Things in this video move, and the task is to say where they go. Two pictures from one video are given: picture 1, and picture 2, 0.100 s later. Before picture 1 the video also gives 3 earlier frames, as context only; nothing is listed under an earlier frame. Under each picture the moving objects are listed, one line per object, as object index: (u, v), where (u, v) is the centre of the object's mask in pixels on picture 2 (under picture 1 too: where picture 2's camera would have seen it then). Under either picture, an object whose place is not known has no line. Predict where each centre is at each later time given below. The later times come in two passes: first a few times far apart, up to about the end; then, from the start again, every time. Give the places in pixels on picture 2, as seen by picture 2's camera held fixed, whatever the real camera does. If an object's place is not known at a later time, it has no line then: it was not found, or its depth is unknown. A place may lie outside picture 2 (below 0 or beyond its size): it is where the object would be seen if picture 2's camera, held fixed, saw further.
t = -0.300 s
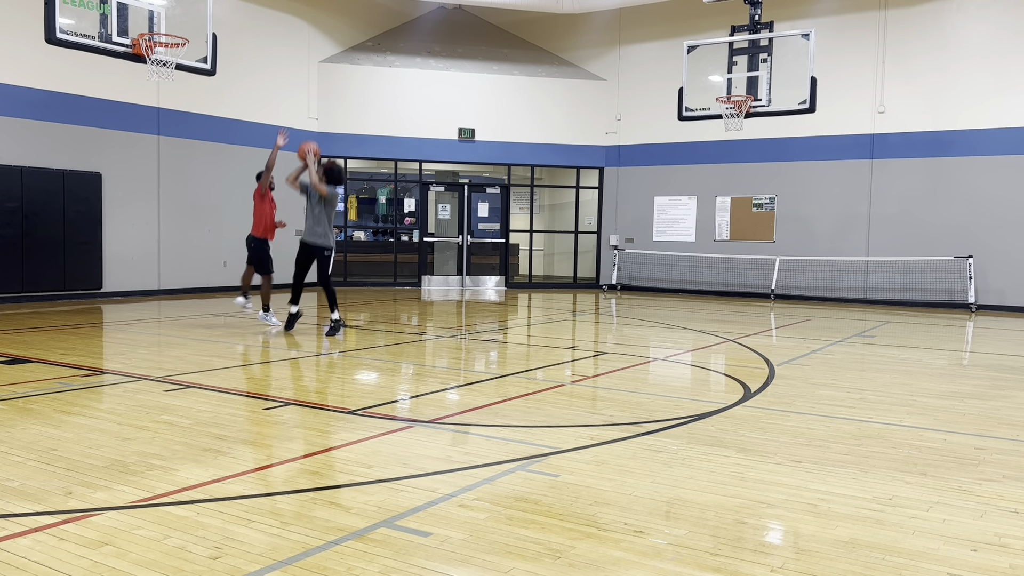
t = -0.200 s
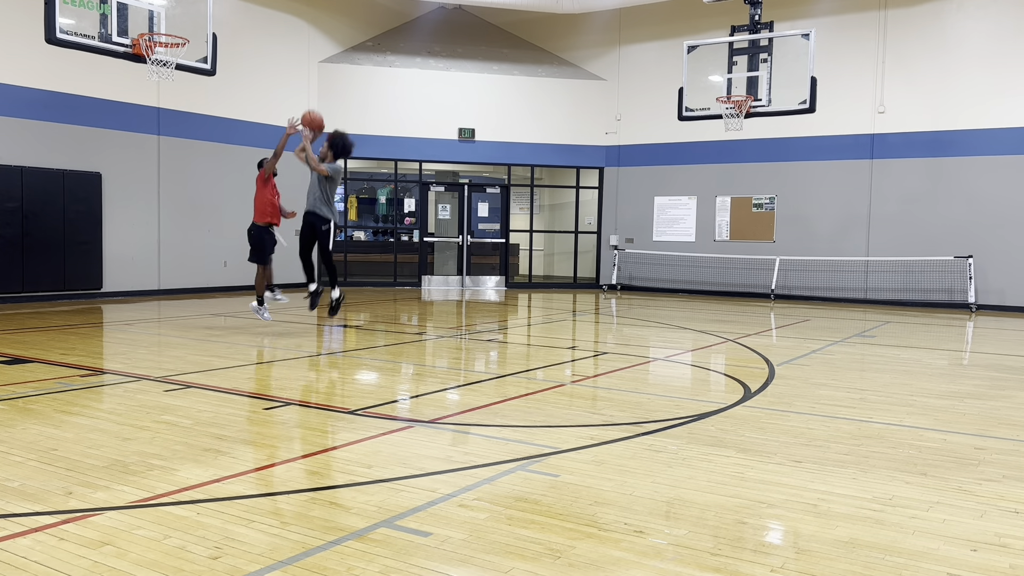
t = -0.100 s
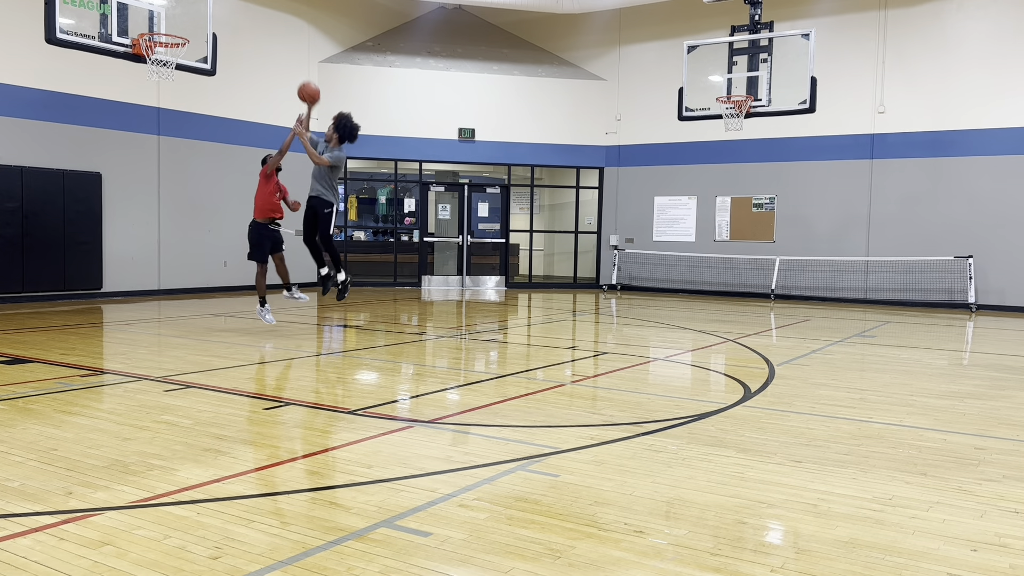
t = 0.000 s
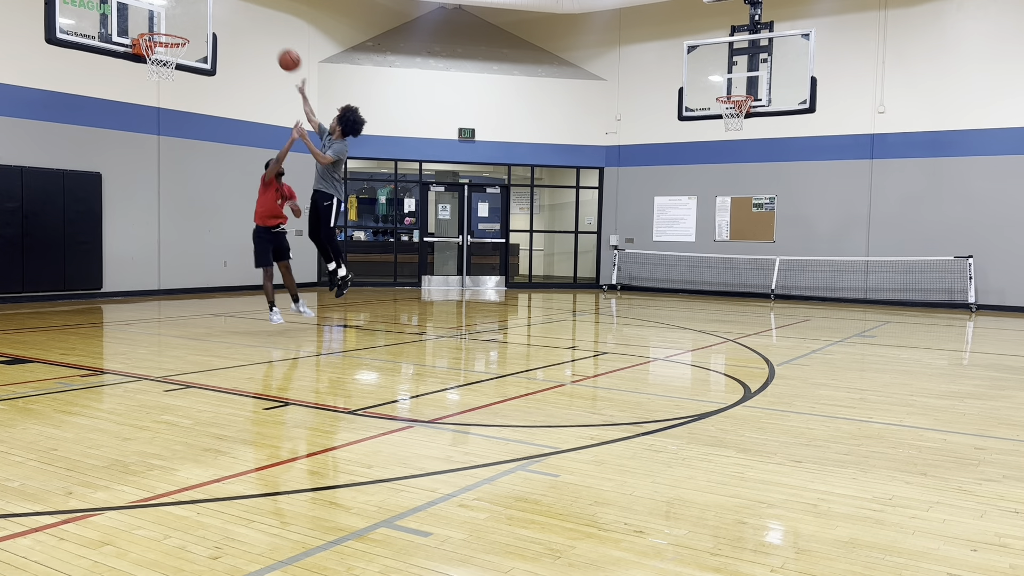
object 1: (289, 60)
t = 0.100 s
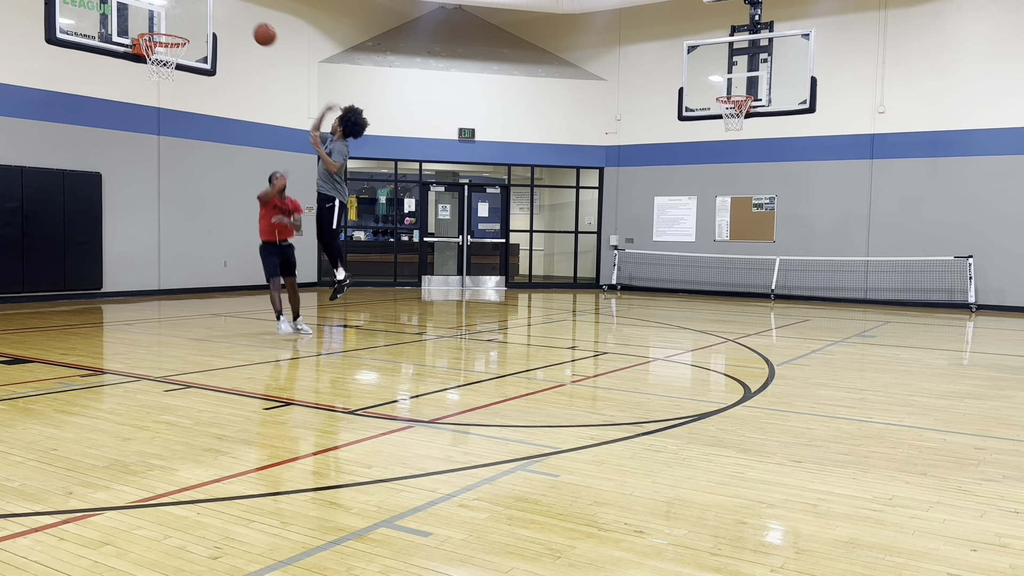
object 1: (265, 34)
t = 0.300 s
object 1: (215, 11)
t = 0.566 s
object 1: (156, 25)
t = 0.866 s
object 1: (157, 24)
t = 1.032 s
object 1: (159, 63)
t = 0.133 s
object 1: (257, 28)
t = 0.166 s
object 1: (248, 22)
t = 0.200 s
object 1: (240, 18)
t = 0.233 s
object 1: (232, 15)
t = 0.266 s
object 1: (224, 12)
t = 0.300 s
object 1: (215, 11)
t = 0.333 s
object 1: (207, 11)
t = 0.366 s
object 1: (198, 11)
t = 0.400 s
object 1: (190, 13)
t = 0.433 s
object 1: (182, 16)
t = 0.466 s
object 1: (173, 20)
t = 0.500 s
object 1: (165, 24)
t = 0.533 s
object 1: (156, 28)
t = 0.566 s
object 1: (156, 25)
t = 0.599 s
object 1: (156, 23)
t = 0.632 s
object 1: (156, 19)
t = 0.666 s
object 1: (156, 17)
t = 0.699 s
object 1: (156, 15)
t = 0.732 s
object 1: (157, 15)
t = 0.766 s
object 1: (157, 15)
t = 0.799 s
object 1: (157, 17)
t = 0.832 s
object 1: (157, 20)
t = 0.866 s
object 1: (157, 24)
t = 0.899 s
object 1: (158, 29)
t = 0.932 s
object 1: (158, 36)
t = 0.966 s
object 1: (158, 44)
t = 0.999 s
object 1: (158, 53)
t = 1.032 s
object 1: (159, 63)
